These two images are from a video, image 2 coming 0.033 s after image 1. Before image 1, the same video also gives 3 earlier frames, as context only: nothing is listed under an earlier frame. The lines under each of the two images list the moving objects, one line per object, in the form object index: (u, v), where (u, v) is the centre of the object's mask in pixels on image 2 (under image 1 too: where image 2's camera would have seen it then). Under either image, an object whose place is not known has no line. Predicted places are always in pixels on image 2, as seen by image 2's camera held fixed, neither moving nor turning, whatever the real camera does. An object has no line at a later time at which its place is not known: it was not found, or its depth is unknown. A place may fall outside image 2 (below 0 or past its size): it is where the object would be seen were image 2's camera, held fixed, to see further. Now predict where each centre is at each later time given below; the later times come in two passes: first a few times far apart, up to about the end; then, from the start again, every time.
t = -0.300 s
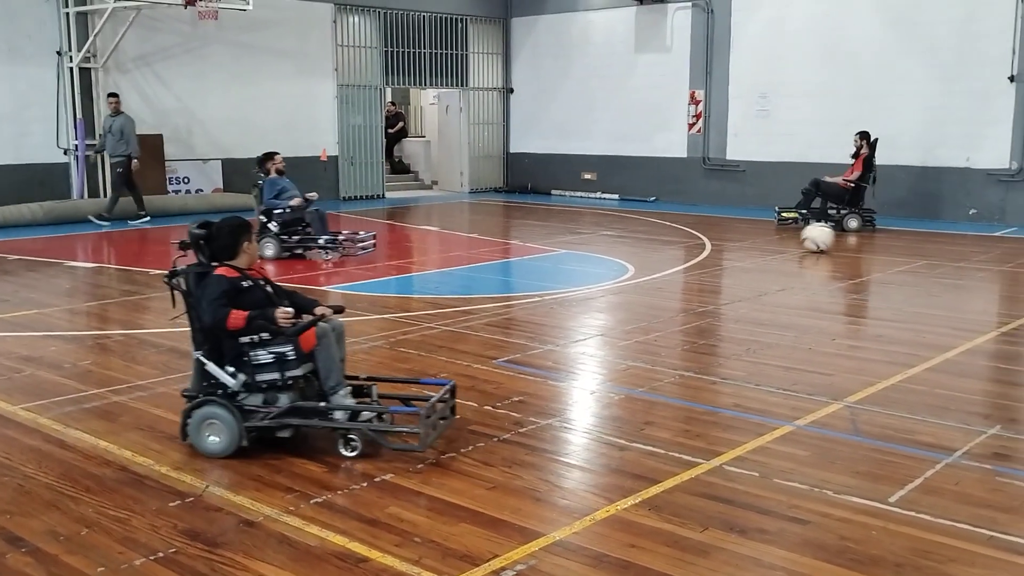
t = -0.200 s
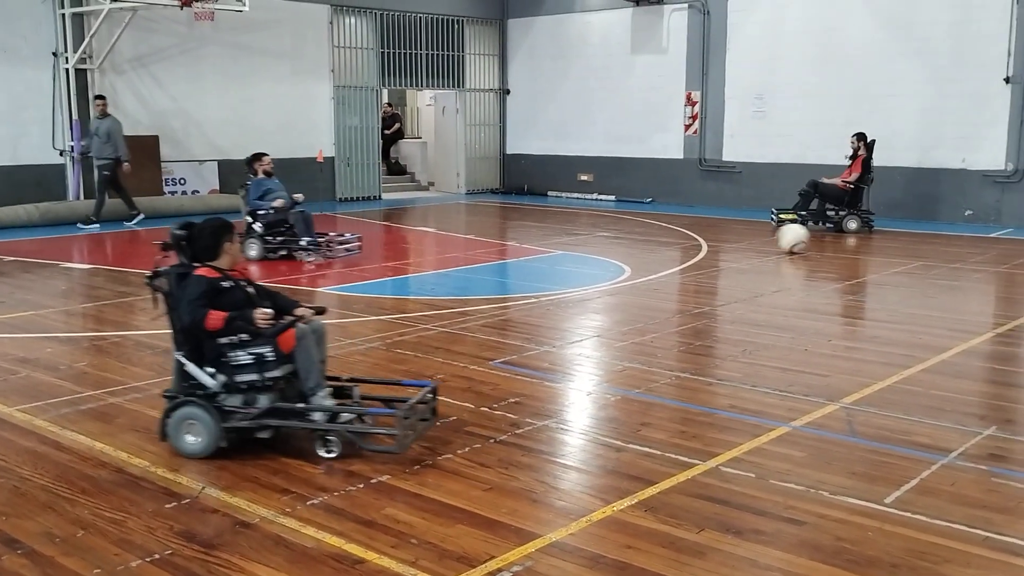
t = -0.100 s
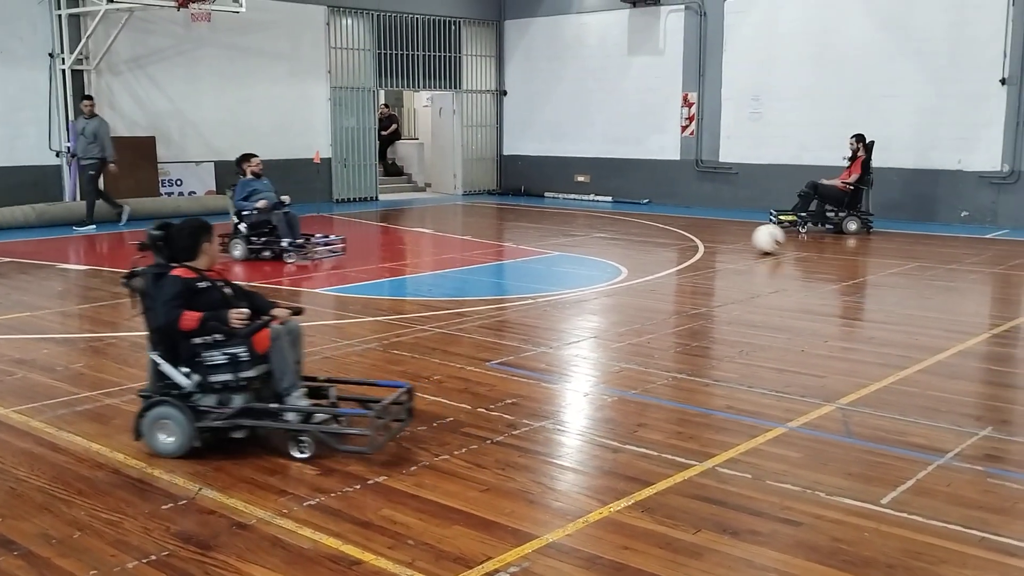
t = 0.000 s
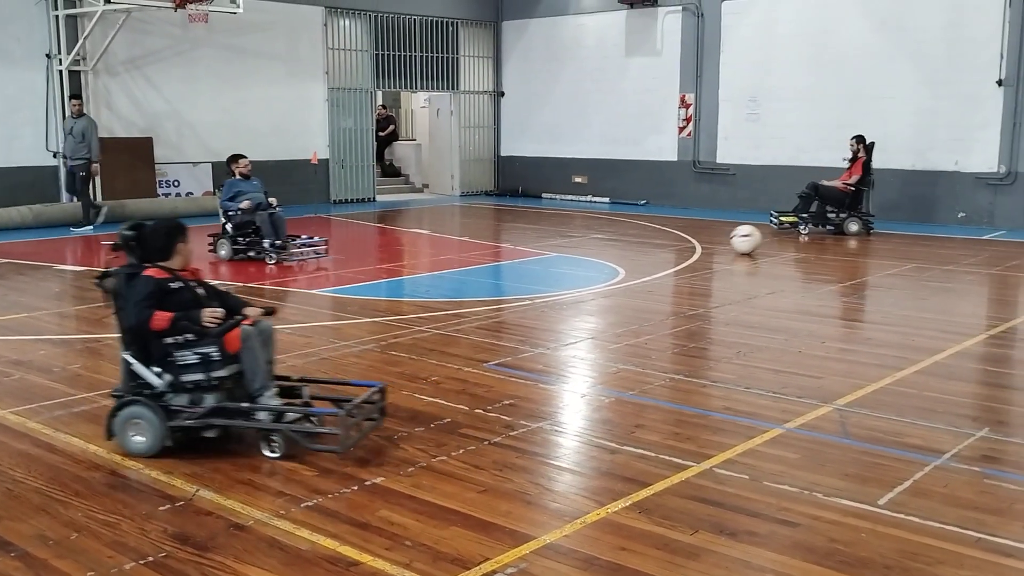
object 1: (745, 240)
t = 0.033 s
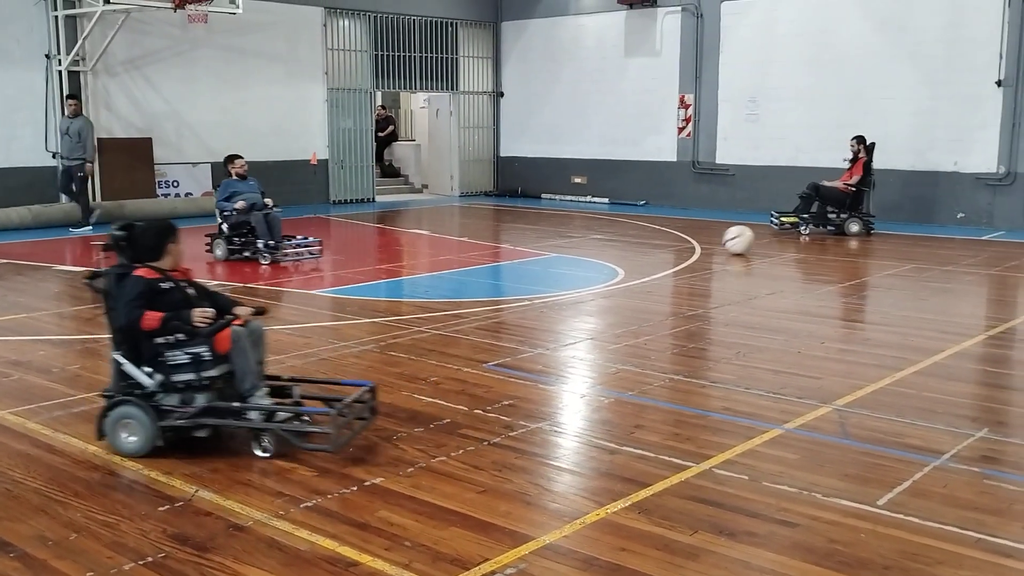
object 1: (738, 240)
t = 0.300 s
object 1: (686, 239)
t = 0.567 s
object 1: (636, 238)
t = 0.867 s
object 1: (581, 236)
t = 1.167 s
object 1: (529, 235)
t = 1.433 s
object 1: (485, 233)
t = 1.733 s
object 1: (437, 232)
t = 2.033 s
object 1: (391, 231)
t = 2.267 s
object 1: (355, 230)
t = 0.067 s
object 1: (731, 239)
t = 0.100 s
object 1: (725, 240)
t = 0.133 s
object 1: (718, 239)
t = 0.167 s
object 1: (712, 240)
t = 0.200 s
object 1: (706, 239)
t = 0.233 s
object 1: (699, 239)
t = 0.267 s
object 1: (693, 239)
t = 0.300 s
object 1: (686, 239)
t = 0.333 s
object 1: (679, 238)
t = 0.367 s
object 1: (673, 238)
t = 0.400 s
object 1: (667, 238)
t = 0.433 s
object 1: (660, 238)
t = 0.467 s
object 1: (654, 238)
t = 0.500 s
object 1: (648, 238)
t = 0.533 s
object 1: (642, 238)
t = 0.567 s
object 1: (636, 238)
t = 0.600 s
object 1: (630, 238)
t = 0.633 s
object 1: (624, 238)
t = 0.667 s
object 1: (617, 237)
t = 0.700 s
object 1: (611, 237)
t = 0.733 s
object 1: (605, 237)
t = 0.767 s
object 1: (599, 237)
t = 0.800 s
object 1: (593, 237)
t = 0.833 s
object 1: (587, 236)
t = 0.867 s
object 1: (581, 236)
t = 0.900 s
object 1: (575, 236)
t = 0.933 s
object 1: (569, 235)
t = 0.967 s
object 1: (563, 236)
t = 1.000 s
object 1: (558, 236)
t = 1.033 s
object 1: (553, 236)
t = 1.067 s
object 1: (546, 236)
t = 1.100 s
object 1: (541, 236)
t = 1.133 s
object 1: (535, 235)
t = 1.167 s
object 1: (529, 235)
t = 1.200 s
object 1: (523, 235)
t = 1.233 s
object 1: (518, 234)
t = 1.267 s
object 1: (512, 234)
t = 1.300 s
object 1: (506, 234)
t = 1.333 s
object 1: (501, 234)
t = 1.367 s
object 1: (495, 233)
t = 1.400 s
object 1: (490, 233)
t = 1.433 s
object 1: (485, 233)
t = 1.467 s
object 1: (480, 233)
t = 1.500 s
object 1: (474, 233)
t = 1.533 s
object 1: (470, 233)
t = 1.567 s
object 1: (464, 233)
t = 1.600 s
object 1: (459, 233)
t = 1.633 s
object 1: (454, 233)
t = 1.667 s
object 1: (448, 233)
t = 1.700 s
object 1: (442, 233)
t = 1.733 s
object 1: (437, 232)
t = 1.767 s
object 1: (431, 232)
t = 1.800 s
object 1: (426, 231)
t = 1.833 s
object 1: (421, 231)
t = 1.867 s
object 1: (416, 232)
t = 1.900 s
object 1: (410, 231)
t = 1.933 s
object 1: (406, 231)
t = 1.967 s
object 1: (400, 231)
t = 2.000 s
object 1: (395, 231)
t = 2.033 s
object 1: (391, 231)
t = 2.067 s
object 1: (386, 231)
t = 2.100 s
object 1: (381, 231)
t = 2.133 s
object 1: (376, 231)
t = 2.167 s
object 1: (371, 230)
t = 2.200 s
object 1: (366, 230)
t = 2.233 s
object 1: (361, 230)
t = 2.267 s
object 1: (355, 230)
